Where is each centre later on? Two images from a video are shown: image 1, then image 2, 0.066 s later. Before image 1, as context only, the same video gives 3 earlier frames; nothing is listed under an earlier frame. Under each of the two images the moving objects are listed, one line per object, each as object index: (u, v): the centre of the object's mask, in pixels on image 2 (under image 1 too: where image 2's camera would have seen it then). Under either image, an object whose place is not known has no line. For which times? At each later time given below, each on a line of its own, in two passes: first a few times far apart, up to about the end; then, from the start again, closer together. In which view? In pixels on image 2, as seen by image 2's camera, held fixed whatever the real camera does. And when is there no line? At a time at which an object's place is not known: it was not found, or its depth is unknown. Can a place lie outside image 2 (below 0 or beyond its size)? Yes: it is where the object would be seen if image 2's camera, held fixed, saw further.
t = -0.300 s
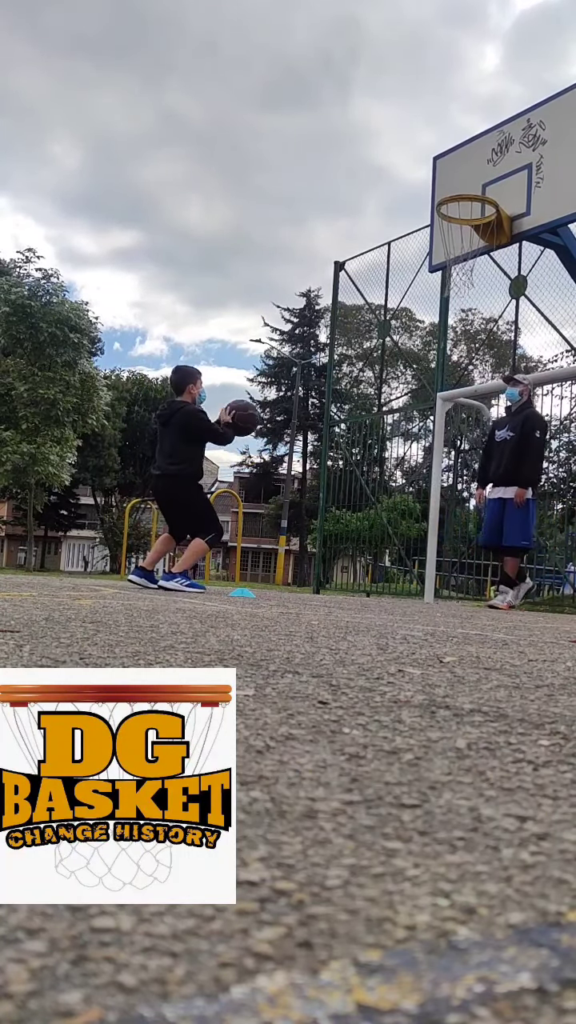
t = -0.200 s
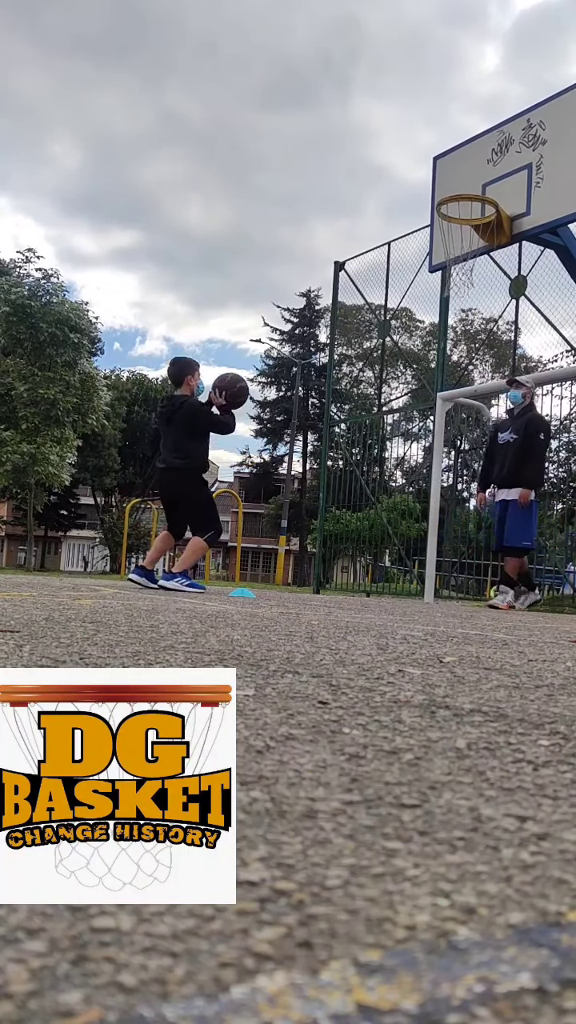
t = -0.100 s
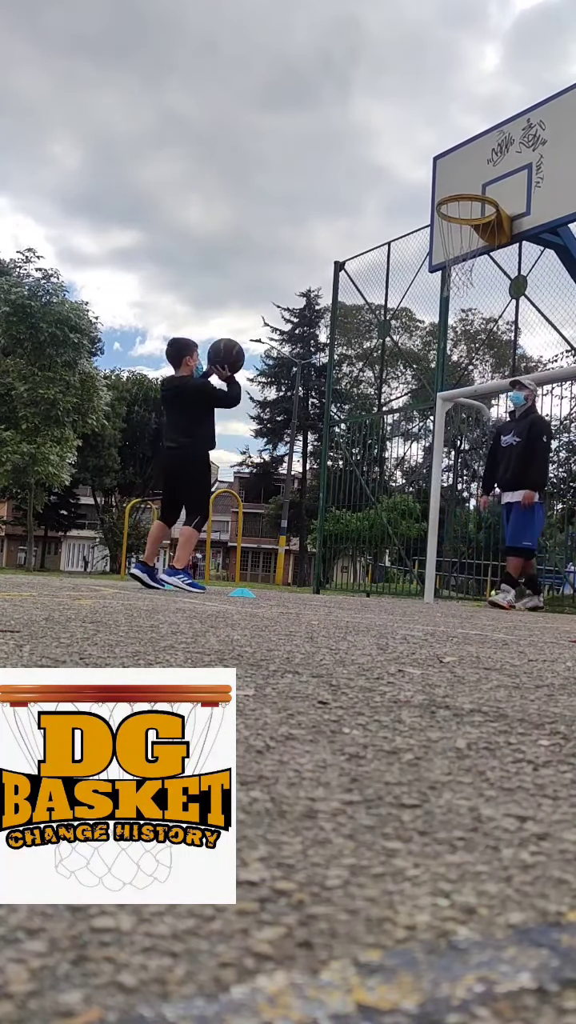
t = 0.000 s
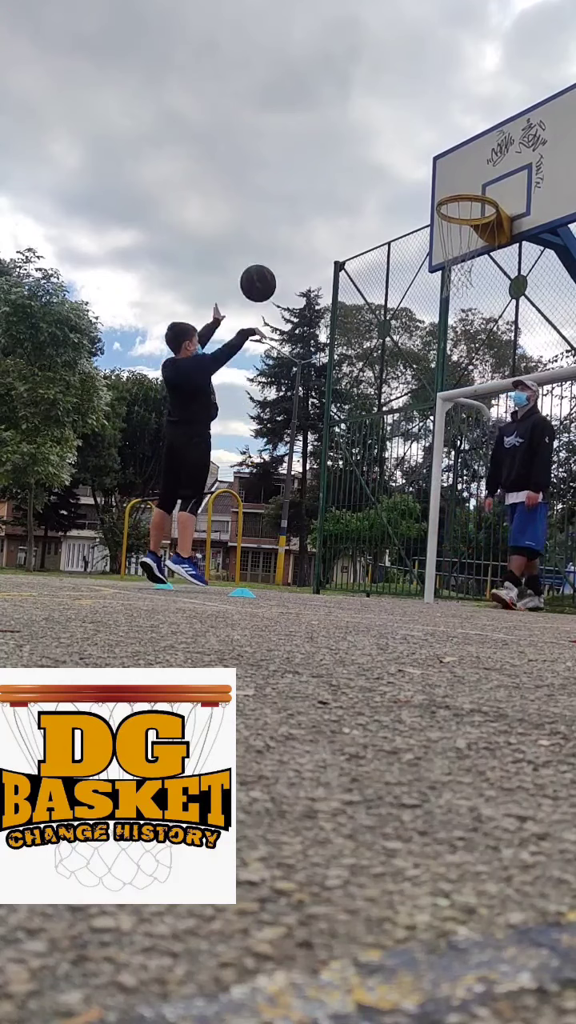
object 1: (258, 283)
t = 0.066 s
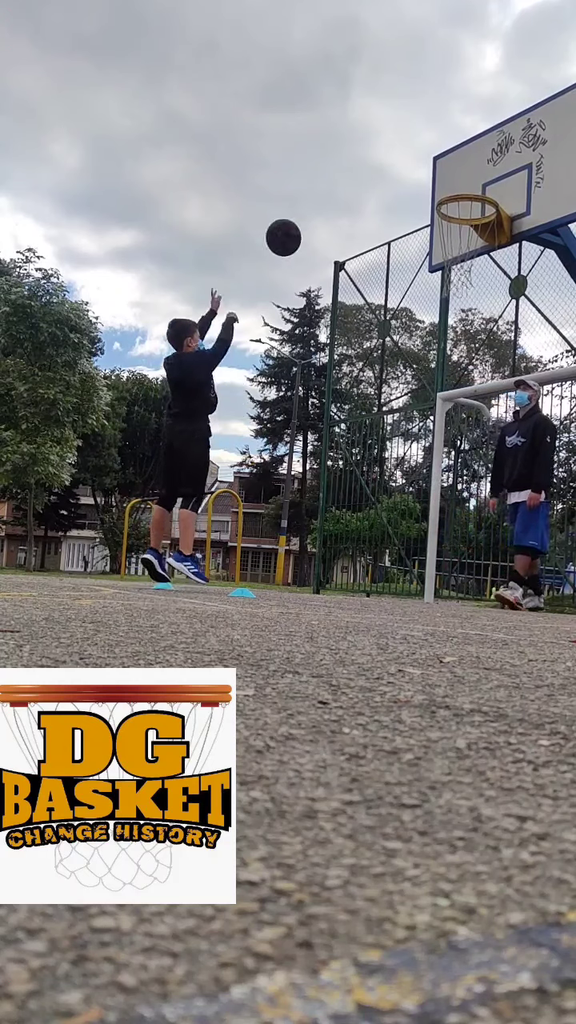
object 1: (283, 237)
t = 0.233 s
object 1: (341, 158)
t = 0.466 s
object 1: (409, 116)
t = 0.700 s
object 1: (466, 141)
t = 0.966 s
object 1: (462, 217)
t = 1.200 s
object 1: (434, 249)
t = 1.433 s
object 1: (416, 297)
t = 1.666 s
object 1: (394, 420)
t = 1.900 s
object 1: (375, 560)
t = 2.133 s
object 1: (399, 418)
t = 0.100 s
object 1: (295, 218)
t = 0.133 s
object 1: (307, 200)
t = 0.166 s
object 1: (319, 184)
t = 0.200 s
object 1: (330, 170)
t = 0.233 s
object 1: (341, 158)
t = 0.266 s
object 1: (351, 147)
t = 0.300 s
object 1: (362, 138)
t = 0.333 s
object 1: (371, 131)
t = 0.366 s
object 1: (381, 125)
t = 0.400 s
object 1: (390, 120)
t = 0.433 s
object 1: (400, 117)
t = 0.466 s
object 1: (409, 116)
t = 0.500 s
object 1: (417, 116)
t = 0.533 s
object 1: (426, 117)
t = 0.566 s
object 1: (434, 119)
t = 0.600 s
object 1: (442, 123)
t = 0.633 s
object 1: (451, 128)
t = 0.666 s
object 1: (458, 134)
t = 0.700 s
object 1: (466, 141)
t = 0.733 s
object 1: (473, 150)
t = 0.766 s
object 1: (481, 159)
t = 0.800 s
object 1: (488, 170)
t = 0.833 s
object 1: (489, 180)
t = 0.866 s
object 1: (483, 184)
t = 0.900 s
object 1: (475, 194)
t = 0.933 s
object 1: (468, 211)
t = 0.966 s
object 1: (462, 217)
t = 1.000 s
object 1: (454, 230)
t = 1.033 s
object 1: (448, 244)
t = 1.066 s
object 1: (443, 251)
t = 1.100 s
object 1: (440, 250)
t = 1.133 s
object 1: (438, 249)
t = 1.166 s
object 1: (436, 248)
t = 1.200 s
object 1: (434, 249)
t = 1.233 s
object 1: (431, 251)
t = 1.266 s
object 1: (429, 255)
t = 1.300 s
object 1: (427, 261)
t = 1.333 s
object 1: (424, 267)
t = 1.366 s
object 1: (422, 276)
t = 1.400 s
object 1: (419, 285)
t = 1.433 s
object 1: (416, 297)
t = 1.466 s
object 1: (413, 310)
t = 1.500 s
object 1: (410, 324)
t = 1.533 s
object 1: (407, 340)
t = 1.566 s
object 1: (404, 357)
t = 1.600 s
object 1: (401, 376)
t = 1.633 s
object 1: (397, 398)
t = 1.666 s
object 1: (394, 420)
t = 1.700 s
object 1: (391, 444)
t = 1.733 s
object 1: (387, 470)
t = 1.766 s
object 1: (383, 498)
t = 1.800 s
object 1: (379, 528)
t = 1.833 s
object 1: (375, 559)
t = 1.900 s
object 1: (375, 560)
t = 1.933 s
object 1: (378, 535)
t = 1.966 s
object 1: (381, 511)
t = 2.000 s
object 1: (386, 488)
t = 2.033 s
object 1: (390, 468)
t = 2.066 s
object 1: (393, 450)
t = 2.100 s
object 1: (397, 433)
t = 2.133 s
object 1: (399, 418)
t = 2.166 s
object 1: (403, 404)
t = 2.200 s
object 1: (406, 392)
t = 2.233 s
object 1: (409, 381)
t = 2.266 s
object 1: (412, 372)
